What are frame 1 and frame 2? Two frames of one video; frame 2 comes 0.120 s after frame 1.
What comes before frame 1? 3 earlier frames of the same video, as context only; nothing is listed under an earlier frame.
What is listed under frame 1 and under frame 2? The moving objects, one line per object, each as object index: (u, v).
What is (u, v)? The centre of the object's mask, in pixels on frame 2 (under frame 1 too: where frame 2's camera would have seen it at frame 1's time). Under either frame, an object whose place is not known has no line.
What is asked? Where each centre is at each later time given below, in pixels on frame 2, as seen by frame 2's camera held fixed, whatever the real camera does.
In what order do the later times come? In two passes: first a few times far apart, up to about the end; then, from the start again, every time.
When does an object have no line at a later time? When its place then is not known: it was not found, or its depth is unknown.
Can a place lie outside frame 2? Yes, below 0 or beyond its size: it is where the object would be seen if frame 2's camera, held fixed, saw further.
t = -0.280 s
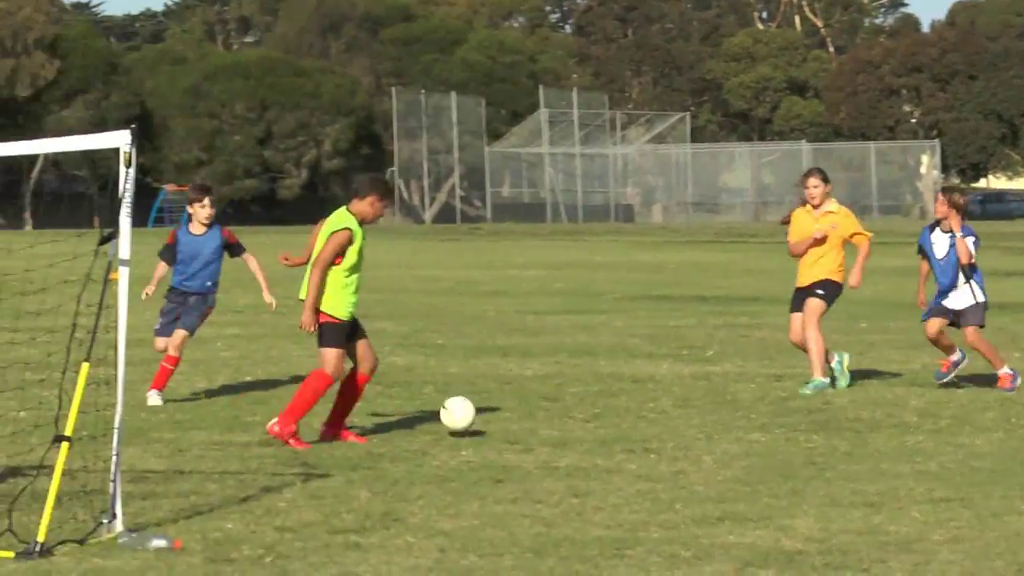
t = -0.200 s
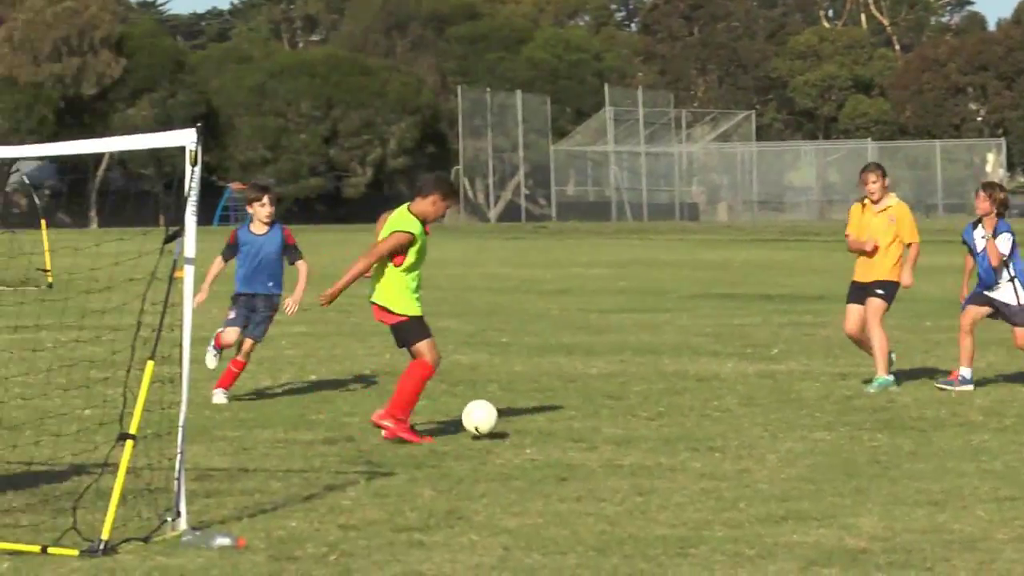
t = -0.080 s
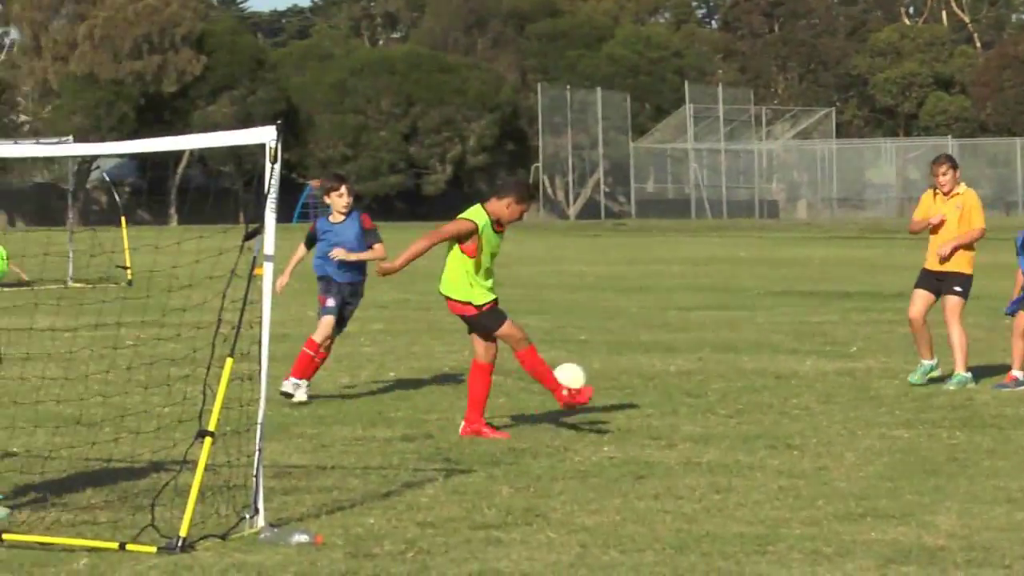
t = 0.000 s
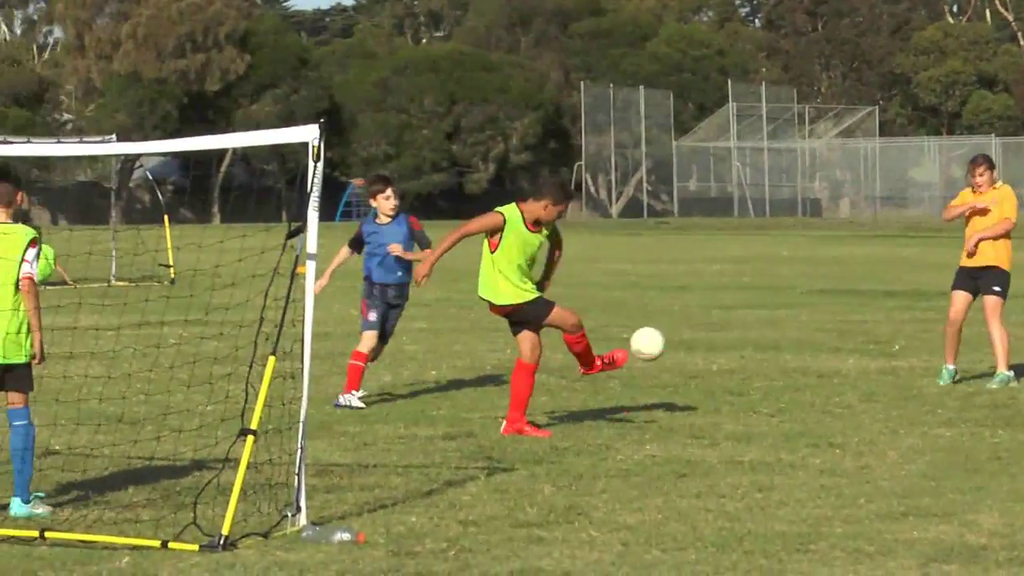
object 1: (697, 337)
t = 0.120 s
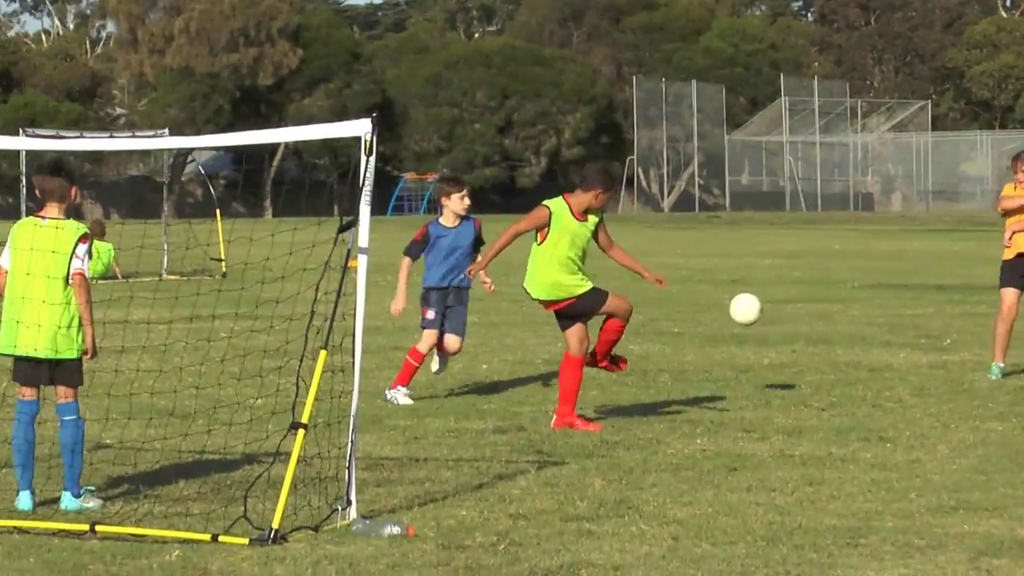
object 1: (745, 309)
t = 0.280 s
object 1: (793, 309)
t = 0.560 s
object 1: (834, 339)
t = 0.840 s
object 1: (838, 326)
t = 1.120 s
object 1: (836, 317)
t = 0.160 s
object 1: (759, 305)
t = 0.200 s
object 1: (772, 304)
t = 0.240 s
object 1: (783, 306)
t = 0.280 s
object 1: (793, 309)
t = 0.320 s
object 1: (803, 316)
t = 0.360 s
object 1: (812, 324)
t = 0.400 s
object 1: (819, 334)
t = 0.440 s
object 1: (826, 348)
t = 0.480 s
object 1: (831, 352)
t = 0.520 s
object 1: (833, 345)
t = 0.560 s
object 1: (834, 339)
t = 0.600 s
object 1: (836, 335)
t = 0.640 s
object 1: (836, 335)
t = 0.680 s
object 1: (837, 336)
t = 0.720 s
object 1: (837, 340)
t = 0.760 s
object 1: (838, 339)
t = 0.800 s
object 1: (838, 332)
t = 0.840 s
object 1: (838, 326)
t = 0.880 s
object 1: (838, 323)
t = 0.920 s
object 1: (838, 323)
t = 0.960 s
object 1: (838, 325)
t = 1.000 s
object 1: (837, 329)
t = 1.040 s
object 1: (836, 331)
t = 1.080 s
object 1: (836, 322)
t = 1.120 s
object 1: (836, 317)
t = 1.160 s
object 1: (836, 312)
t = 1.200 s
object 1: (836, 310)
